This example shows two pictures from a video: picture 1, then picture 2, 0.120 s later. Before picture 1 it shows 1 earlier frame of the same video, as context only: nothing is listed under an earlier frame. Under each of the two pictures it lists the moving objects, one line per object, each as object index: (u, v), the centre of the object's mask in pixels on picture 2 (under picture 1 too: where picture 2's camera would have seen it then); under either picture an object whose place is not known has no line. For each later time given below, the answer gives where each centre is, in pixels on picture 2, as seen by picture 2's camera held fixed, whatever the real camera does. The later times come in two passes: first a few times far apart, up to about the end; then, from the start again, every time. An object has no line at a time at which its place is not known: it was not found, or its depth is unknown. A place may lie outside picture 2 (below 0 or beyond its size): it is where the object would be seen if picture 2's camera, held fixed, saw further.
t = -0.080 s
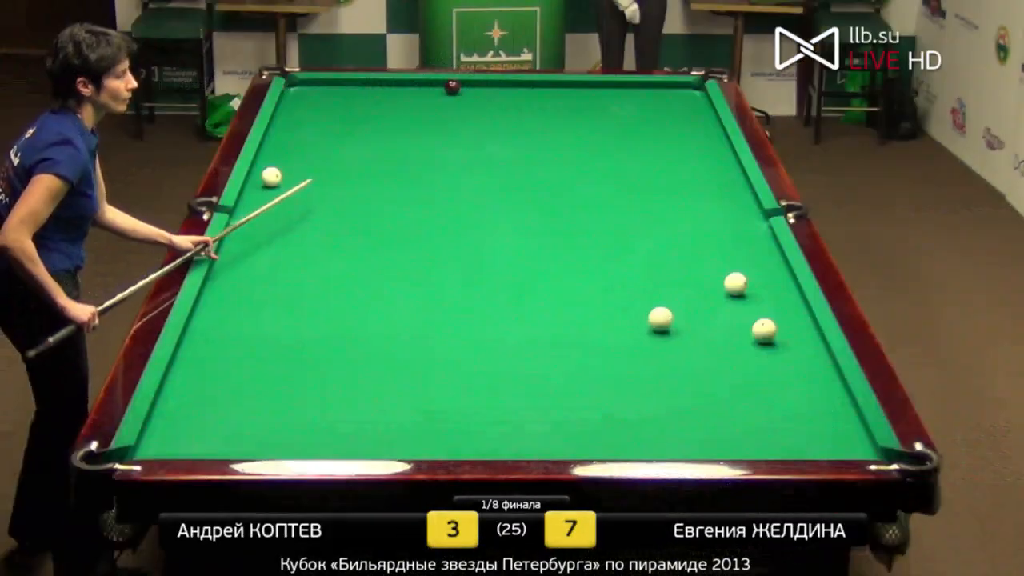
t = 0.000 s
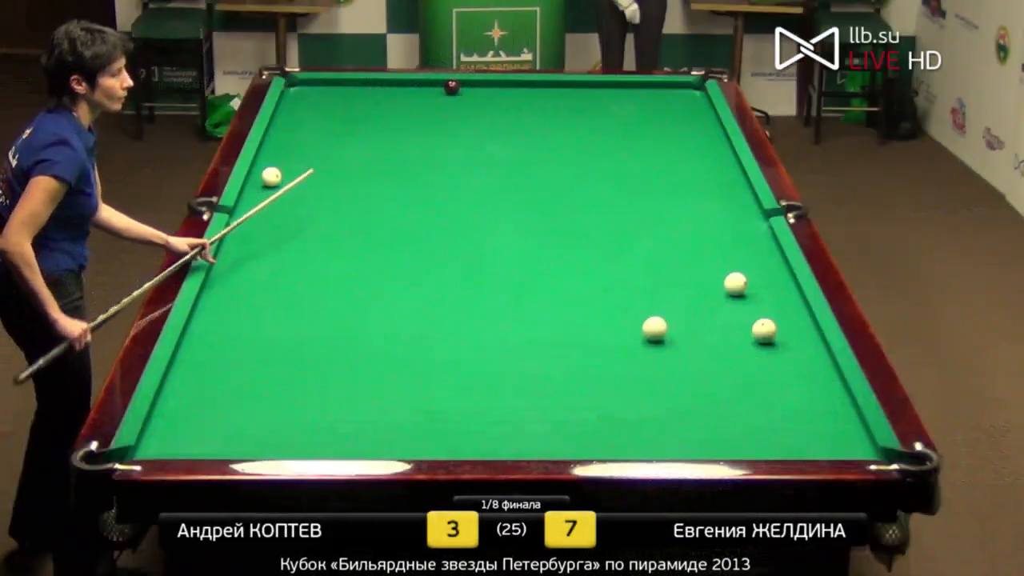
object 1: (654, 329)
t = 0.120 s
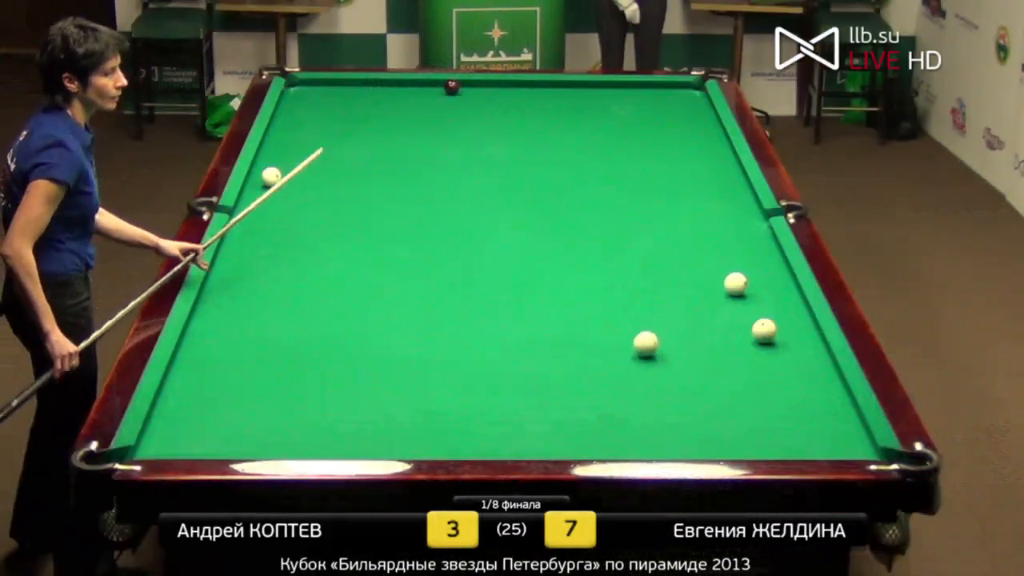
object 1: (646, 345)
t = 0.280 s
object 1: (633, 365)
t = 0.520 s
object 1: (614, 399)
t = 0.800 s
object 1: (589, 438)
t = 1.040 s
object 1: (552, 435)
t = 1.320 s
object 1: (506, 412)
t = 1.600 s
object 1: (464, 391)
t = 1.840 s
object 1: (430, 374)
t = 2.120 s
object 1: (394, 356)
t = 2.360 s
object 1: (365, 341)
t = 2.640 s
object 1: (333, 326)
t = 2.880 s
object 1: (308, 313)
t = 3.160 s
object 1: (280, 299)
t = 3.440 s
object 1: (255, 287)
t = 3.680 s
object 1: (235, 277)
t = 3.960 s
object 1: (224, 266)
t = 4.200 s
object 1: (239, 260)
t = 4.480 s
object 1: (254, 254)
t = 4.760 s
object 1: (267, 249)
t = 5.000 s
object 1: (278, 244)
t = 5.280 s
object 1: (290, 239)
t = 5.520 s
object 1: (298, 236)
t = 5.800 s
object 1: (307, 232)
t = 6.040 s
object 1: (314, 230)
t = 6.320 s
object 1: (321, 227)
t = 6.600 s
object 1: (328, 224)
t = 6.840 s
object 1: (332, 222)
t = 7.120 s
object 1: (337, 220)
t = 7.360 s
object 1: (340, 219)
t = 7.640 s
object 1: (344, 218)
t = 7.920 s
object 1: (346, 217)
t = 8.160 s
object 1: (347, 217)
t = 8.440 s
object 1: (346, 217)
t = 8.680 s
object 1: (346, 217)
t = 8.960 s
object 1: (346, 217)
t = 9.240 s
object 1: (346, 217)
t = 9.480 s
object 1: (346, 217)
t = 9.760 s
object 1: (346, 218)
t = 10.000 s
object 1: (346, 218)
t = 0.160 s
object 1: (643, 350)
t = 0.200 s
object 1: (640, 355)
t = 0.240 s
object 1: (636, 360)
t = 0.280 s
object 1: (633, 365)
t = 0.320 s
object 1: (630, 371)
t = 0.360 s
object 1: (627, 376)
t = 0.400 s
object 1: (624, 382)
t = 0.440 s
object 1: (619, 390)
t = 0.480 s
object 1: (617, 393)
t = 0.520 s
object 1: (614, 399)
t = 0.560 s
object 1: (611, 404)
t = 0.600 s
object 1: (607, 410)
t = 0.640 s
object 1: (603, 416)
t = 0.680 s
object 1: (600, 422)
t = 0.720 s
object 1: (596, 428)
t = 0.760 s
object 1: (593, 434)
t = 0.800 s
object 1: (589, 438)
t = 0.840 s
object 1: (585, 442)
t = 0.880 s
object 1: (581, 446)
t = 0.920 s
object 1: (574, 443)
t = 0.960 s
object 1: (566, 441)
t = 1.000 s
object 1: (559, 439)
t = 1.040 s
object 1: (552, 435)
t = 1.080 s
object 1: (545, 433)
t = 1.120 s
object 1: (539, 429)
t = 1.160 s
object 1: (532, 426)
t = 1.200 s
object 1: (525, 422)
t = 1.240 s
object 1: (519, 419)
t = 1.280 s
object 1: (512, 416)
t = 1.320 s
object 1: (506, 412)
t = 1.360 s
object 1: (500, 410)
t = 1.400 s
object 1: (494, 406)
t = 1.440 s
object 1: (488, 403)
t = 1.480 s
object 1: (481, 400)
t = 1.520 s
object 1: (475, 397)
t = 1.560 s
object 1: (470, 394)
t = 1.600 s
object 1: (464, 391)
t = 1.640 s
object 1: (458, 388)
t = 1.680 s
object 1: (452, 385)
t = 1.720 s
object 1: (446, 383)
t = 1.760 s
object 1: (441, 380)
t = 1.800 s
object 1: (436, 377)
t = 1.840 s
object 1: (430, 374)
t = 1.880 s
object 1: (425, 371)
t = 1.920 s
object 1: (419, 369)
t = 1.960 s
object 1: (414, 366)
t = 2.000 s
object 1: (409, 363)
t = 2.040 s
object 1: (401, 359)
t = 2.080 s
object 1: (399, 358)
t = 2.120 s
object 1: (394, 356)
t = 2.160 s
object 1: (389, 353)
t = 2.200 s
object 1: (384, 351)
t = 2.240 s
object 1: (377, 347)
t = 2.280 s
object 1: (374, 346)
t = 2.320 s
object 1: (370, 343)
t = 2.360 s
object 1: (365, 341)
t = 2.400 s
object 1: (360, 339)
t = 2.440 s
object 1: (356, 336)
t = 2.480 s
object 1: (351, 334)
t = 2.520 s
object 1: (346, 332)
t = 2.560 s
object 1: (342, 330)
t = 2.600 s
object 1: (338, 328)
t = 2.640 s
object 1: (333, 326)
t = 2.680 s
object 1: (329, 323)
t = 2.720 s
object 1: (324, 321)
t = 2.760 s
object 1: (320, 319)
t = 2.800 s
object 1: (316, 317)
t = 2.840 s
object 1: (312, 315)
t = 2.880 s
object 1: (308, 313)
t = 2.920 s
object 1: (304, 311)
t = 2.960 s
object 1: (300, 309)
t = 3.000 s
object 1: (296, 307)
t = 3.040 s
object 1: (292, 305)
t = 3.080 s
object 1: (288, 303)
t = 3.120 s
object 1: (284, 301)
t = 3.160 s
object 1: (280, 299)
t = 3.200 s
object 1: (277, 297)
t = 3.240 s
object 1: (273, 295)
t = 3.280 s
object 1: (269, 294)
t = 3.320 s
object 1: (266, 292)
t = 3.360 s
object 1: (262, 290)
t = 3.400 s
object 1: (259, 289)
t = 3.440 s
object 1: (255, 287)
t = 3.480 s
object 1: (252, 285)
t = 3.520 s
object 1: (248, 283)
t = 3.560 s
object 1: (245, 281)
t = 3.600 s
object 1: (242, 280)
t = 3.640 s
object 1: (239, 278)
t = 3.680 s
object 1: (235, 277)
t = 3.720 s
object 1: (232, 275)
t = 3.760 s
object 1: (229, 273)
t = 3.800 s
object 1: (226, 272)
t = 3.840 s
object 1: (222, 270)
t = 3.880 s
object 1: (219, 268)
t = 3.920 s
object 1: (222, 267)
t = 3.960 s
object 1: (224, 266)
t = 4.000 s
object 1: (226, 266)
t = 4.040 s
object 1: (229, 265)
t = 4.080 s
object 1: (232, 263)
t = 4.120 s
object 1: (234, 262)
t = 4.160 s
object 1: (236, 261)
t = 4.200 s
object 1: (239, 260)
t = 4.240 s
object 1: (241, 259)
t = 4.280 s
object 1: (243, 258)
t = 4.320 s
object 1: (245, 258)
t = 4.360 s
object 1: (247, 257)
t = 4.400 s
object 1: (249, 256)
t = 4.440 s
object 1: (252, 255)
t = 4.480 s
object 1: (254, 254)
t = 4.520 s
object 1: (255, 253)
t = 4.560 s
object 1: (258, 252)
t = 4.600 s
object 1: (259, 252)
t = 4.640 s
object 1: (261, 251)
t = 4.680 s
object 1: (263, 250)
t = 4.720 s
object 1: (265, 249)
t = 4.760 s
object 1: (267, 249)
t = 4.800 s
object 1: (269, 248)
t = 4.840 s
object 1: (271, 247)
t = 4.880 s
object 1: (273, 246)
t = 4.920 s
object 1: (275, 246)
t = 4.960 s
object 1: (276, 245)
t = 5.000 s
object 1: (278, 244)
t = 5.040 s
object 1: (279, 244)
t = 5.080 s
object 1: (281, 243)
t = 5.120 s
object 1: (283, 242)
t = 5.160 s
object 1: (284, 242)
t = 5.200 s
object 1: (286, 241)
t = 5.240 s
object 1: (288, 240)
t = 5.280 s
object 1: (290, 239)
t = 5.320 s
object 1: (291, 239)
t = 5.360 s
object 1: (292, 239)
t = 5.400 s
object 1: (293, 238)
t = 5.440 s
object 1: (295, 237)
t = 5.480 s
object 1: (296, 237)
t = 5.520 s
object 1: (298, 236)
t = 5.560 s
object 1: (299, 236)
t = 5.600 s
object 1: (301, 235)
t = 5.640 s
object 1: (302, 234)
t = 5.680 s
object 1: (303, 234)
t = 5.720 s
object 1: (304, 233)
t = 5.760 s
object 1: (306, 233)
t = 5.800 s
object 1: (307, 232)
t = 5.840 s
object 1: (308, 232)
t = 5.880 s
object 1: (309, 231)
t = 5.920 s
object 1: (310, 231)
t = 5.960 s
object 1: (312, 230)
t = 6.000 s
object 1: (313, 230)
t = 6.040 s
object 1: (314, 230)
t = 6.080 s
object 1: (315, 229)
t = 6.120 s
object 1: (316, 229)
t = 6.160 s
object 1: (317, 228)
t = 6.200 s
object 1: (318, 228)
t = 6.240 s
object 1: (319, 227)
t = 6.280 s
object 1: (320, 227)
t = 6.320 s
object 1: (321, 227)
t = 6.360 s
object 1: (322, 226)
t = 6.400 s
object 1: (323, 226)
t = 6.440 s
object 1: (324, 225)
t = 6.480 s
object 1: (325, 225)
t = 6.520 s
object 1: (326, 224)
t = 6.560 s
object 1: (327, 224)
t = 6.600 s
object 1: (328, 224)
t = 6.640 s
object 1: (328, 223)
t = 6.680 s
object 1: (329, 223)
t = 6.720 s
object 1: (330, 223)
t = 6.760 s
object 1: (331, 223)
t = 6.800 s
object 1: (332, 222)
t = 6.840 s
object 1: (332, 222)
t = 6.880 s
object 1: (333, 222)
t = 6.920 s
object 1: (333, 221)
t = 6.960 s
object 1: (334, 221)
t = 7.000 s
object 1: (335, 221)
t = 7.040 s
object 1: (336, 220)
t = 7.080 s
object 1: (336, 220)
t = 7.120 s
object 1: (337, 220)
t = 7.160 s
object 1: (338, 220)
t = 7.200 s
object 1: (338, 220)
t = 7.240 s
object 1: (339, 219)
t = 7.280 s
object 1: (340, 219)
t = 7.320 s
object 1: (340, 219)
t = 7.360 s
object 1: (340, 219)
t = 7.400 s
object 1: (341, 219)
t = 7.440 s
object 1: (341, 219)
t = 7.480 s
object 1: (342, 218)
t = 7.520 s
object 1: (342, 218)
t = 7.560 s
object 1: (343, 218)
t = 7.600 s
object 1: (343, 218)
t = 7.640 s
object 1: (344, 218)
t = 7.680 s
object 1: (344, 218)
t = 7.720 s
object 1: (344, 217)
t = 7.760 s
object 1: (345, 218)
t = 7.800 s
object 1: (345, 217)
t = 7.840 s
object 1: (345, 217)
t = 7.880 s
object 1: (345, 217)
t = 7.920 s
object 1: (346, 217)
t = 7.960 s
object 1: (346, 217)
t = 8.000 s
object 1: (346, 217)
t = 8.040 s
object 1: (346, 217)
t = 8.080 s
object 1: (346, 217)
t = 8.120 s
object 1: (347, 217)
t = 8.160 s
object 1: (347, 217)
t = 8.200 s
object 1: (347, 217)
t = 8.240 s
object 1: (347, 217)
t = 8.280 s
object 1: (347, 217)
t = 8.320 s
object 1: (347, 217)
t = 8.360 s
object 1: (346, 217)
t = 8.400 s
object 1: (346, 217)
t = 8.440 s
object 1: (346, 217)
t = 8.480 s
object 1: (346, 217)
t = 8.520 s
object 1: (346, 217)
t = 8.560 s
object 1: (346, 217)
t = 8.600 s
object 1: (346, 217)
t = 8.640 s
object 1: (346, 217)
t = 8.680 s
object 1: (346, 217)
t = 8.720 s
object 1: (346, 218)
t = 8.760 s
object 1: (346, 218)
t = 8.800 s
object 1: (346, 218)
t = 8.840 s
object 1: (346, 218)
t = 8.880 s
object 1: (346, 218)
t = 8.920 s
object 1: (346, 218)
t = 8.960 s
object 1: (346, 217)
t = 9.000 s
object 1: (346, 218)
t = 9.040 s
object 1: (346, 218)
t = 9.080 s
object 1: (346, 218)
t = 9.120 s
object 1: (346, 218)
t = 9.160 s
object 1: (346, 217)
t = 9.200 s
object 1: (346, 217)
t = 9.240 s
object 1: (346, 217)
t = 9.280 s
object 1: (346, 217)
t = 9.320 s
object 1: (346, 217)
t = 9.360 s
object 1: (346, 218)
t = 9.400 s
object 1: (346, 218)
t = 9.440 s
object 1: (346, 217)
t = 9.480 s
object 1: (346, 217)
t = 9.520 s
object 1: (346, 217)
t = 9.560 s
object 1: (346, 217)
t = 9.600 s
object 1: (346, 217)
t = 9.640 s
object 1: (346, 218)
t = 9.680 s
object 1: (346, 218)
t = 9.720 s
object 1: (346, 218)
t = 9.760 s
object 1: (346, 218)
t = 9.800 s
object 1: (346, 218)
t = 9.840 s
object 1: (346, 218)
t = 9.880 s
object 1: (346, 218)
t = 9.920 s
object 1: (346, 218)
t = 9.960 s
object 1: (346, 218)
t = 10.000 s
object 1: (346, 218)
